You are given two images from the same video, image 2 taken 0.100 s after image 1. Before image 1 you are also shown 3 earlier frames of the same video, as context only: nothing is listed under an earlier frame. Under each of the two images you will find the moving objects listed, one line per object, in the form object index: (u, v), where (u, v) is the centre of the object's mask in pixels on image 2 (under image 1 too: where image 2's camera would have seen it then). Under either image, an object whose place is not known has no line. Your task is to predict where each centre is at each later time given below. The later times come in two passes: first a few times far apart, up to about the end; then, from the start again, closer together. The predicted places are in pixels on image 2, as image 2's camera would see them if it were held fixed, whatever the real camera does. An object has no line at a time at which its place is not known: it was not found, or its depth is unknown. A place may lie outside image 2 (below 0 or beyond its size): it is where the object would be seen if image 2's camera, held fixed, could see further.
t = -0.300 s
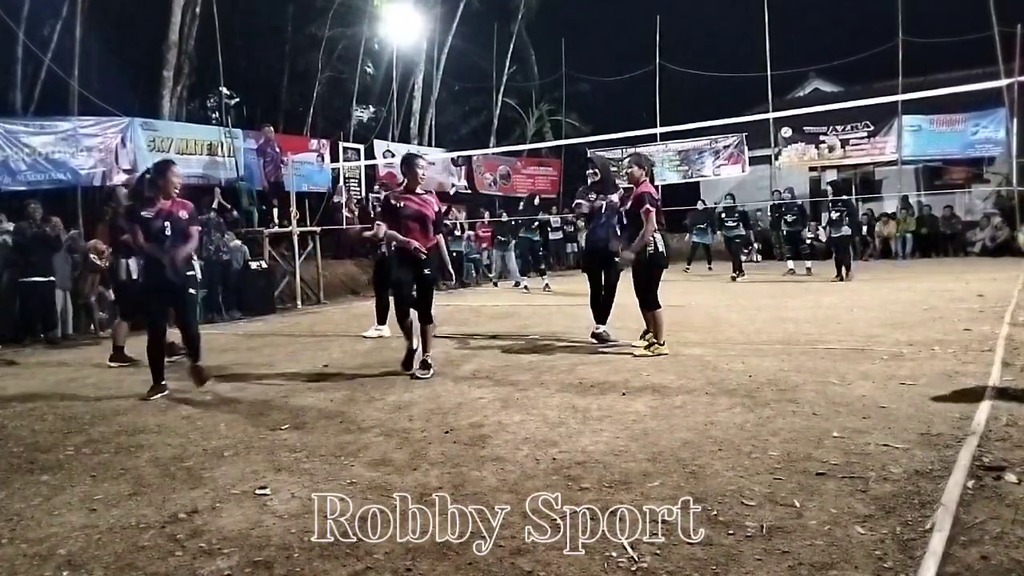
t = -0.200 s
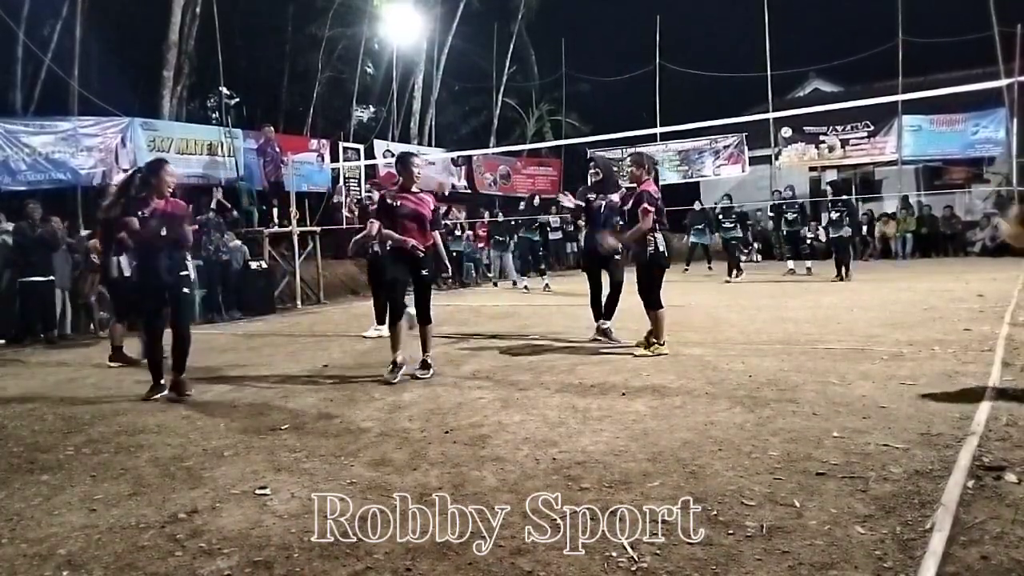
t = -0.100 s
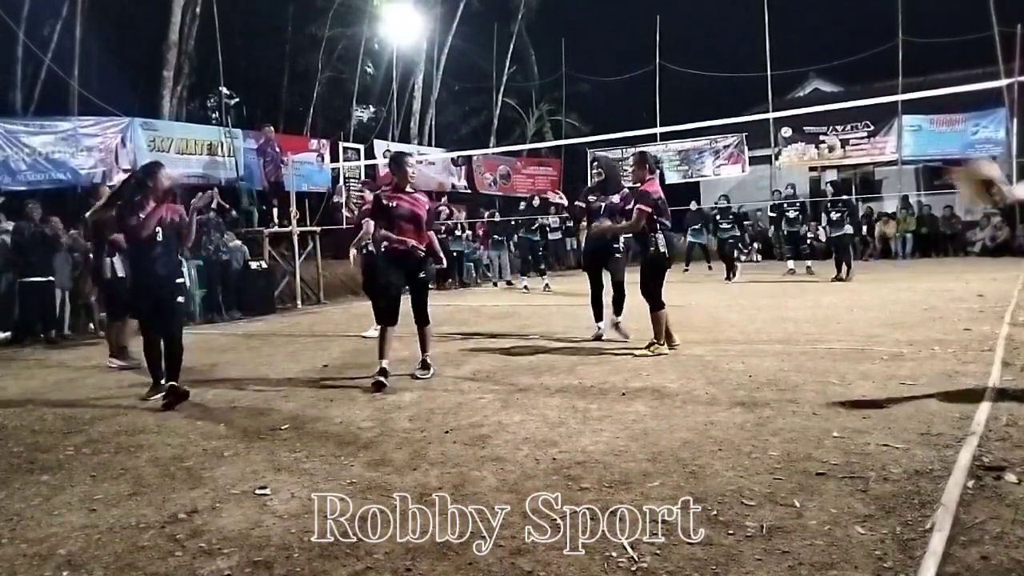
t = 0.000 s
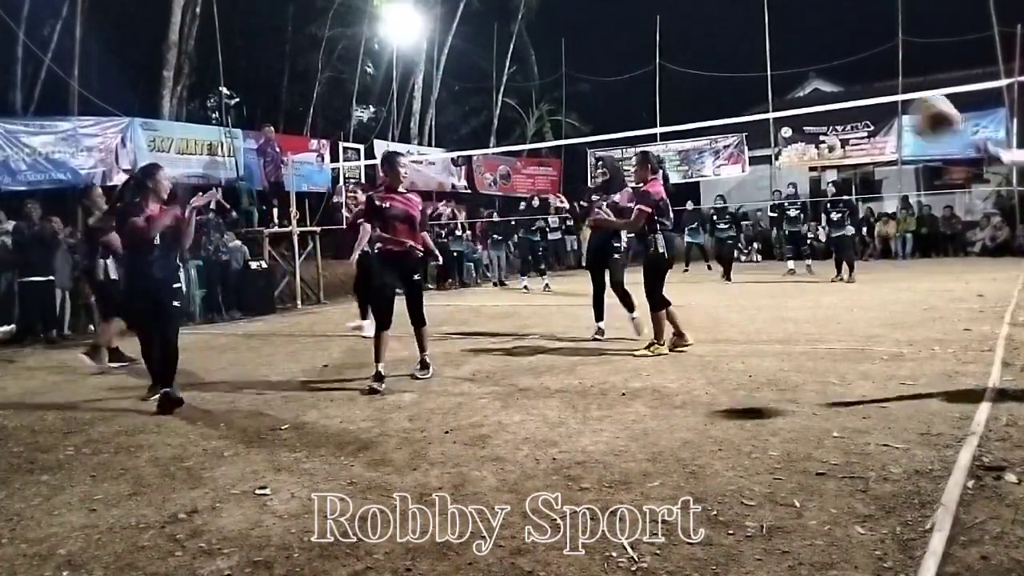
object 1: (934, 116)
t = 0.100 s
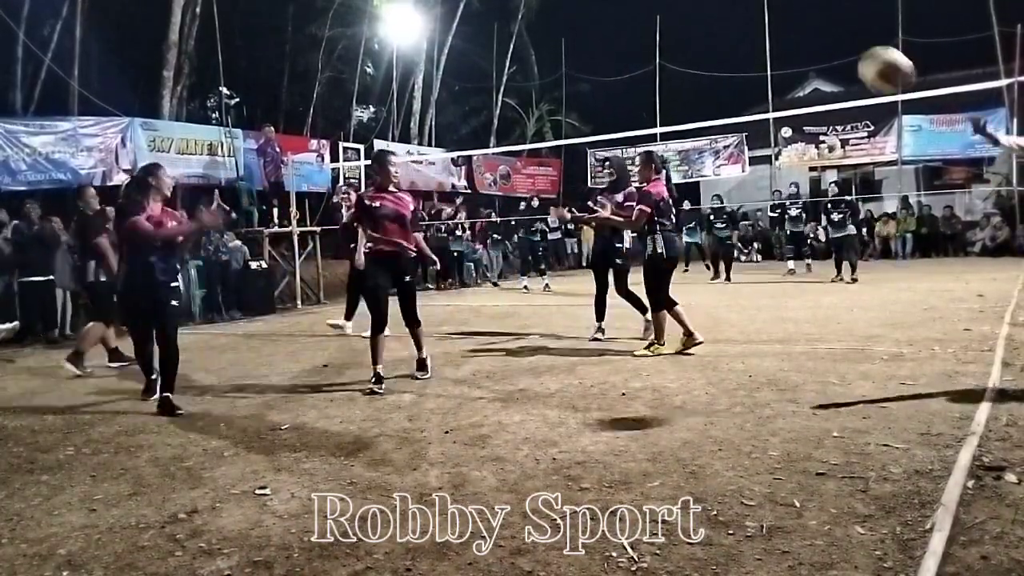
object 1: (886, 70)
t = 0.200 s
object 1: (837, 41)
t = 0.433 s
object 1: (726, 49)
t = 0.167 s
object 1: (853, 49)
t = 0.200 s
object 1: (837, 41)
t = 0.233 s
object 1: (822, 36)
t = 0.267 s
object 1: (805, 32)
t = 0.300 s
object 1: (789, 32)
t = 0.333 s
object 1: (774, 33)
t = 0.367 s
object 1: (757, 36)
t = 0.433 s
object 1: (726, 49)
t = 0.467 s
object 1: (709, 61)
